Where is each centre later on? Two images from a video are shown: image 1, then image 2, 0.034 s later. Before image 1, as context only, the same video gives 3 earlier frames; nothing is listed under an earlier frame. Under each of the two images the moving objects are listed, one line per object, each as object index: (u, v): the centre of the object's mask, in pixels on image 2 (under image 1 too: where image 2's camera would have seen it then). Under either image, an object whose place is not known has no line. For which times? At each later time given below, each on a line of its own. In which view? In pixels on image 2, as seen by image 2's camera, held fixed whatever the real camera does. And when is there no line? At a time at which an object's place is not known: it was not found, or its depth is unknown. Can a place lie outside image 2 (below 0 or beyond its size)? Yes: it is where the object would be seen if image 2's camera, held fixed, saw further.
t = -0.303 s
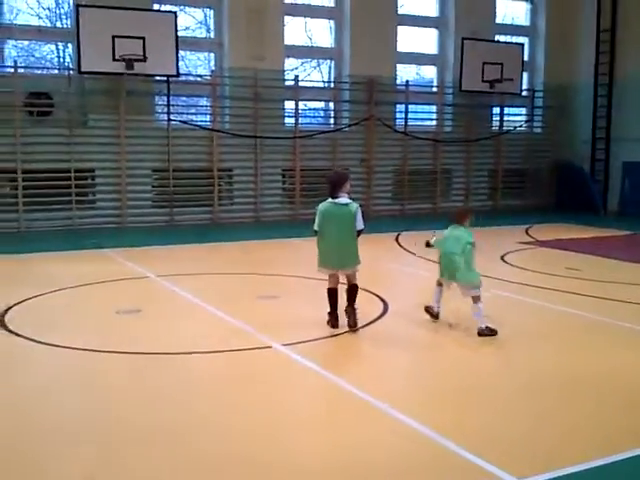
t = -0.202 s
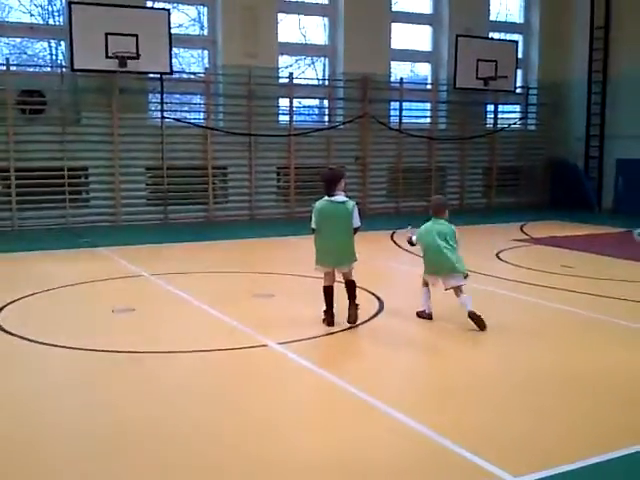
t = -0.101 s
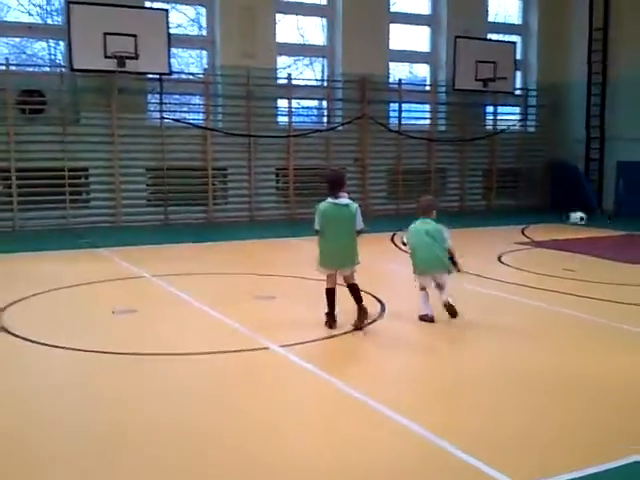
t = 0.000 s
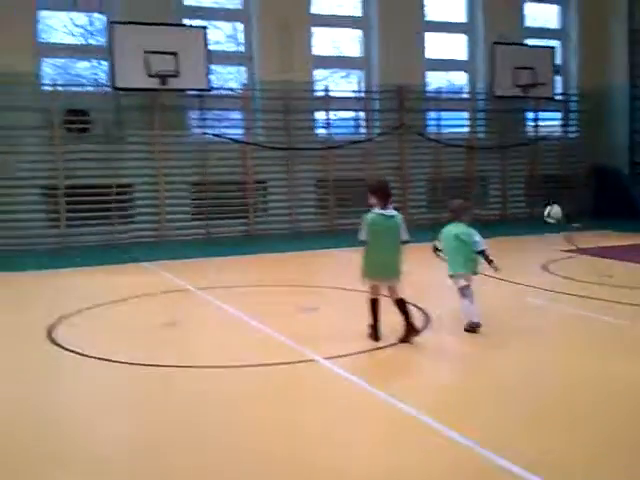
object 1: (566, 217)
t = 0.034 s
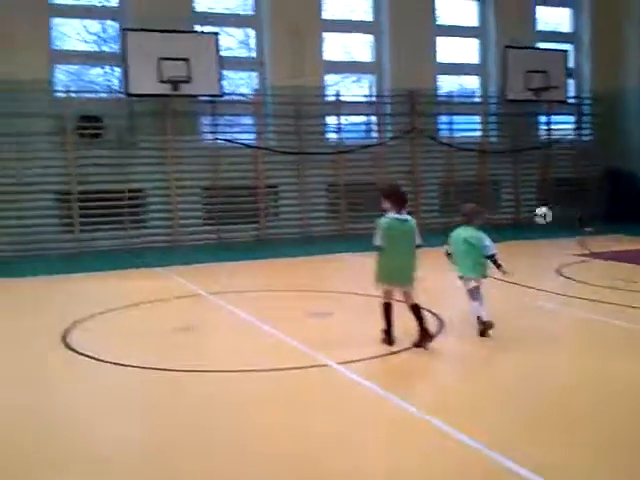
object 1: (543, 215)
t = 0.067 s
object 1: (519, 213)
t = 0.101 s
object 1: (501, 215)
